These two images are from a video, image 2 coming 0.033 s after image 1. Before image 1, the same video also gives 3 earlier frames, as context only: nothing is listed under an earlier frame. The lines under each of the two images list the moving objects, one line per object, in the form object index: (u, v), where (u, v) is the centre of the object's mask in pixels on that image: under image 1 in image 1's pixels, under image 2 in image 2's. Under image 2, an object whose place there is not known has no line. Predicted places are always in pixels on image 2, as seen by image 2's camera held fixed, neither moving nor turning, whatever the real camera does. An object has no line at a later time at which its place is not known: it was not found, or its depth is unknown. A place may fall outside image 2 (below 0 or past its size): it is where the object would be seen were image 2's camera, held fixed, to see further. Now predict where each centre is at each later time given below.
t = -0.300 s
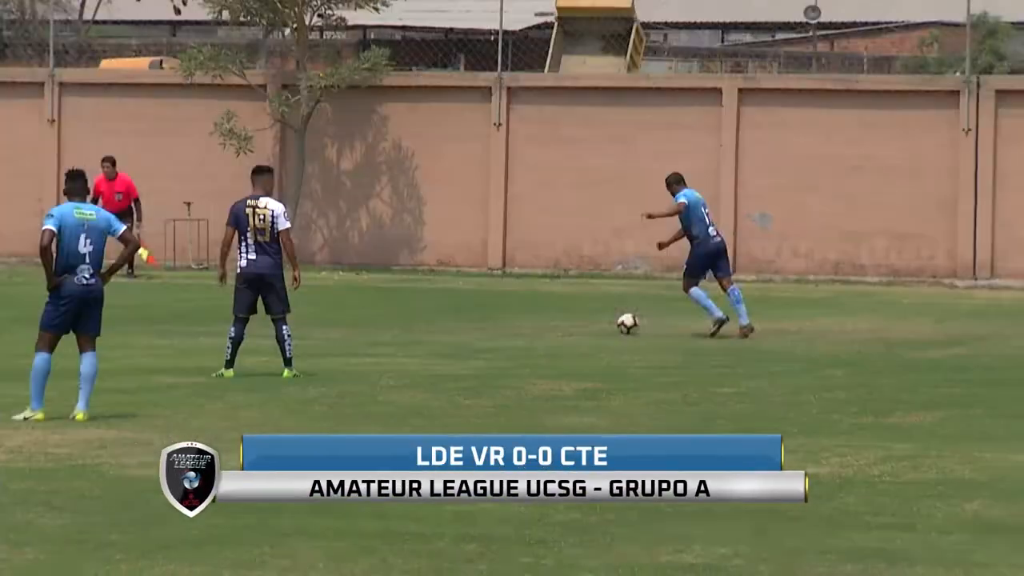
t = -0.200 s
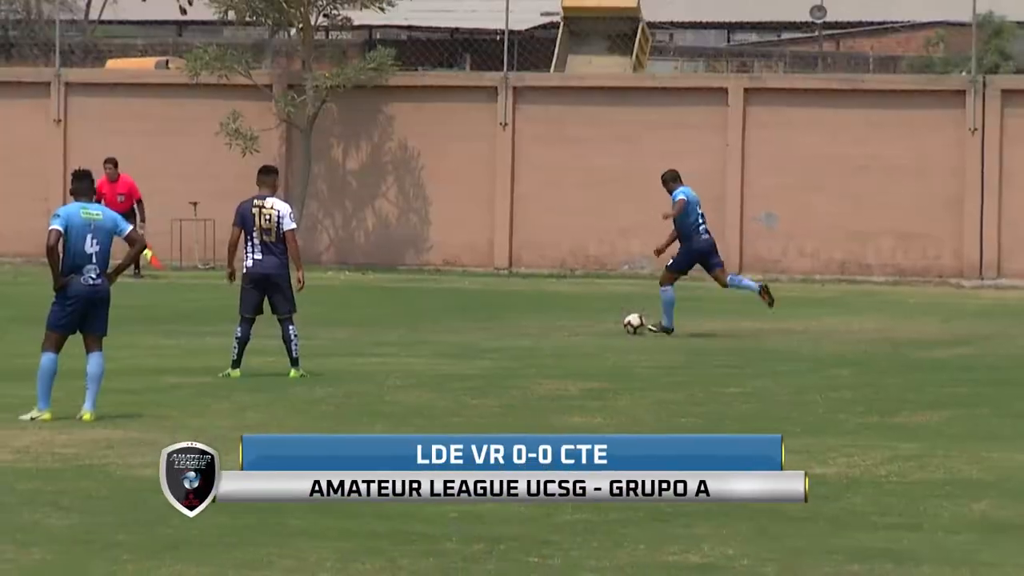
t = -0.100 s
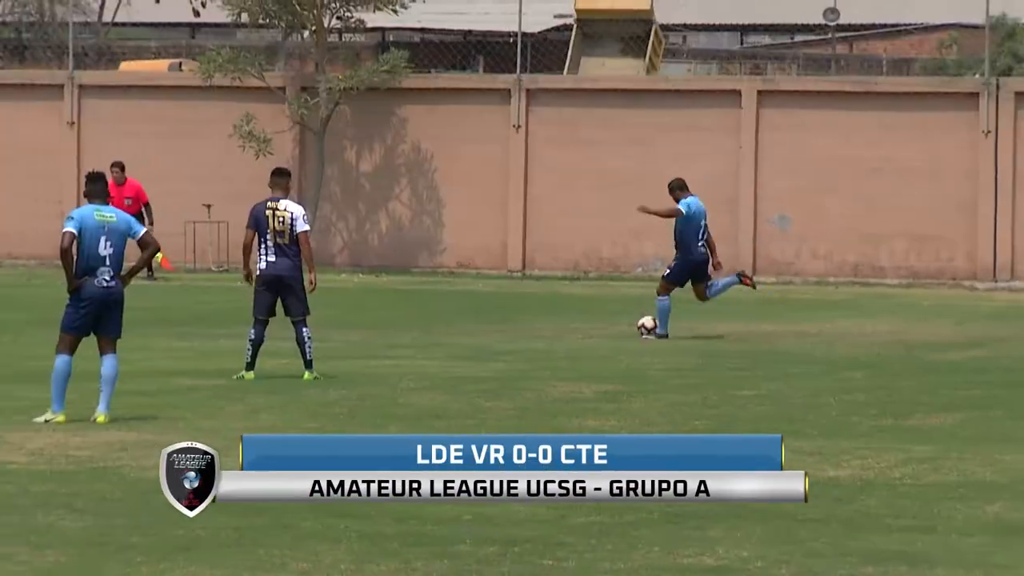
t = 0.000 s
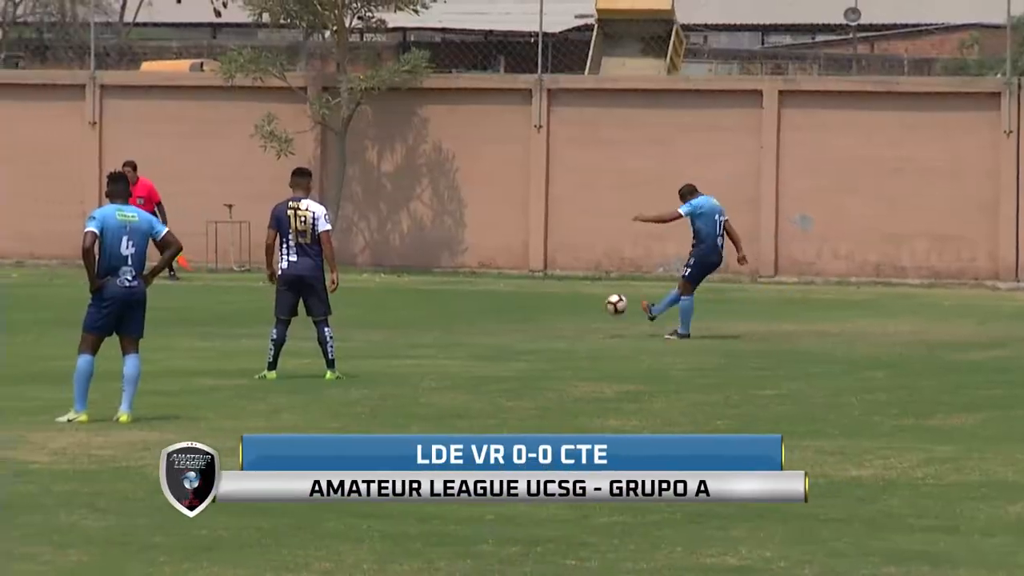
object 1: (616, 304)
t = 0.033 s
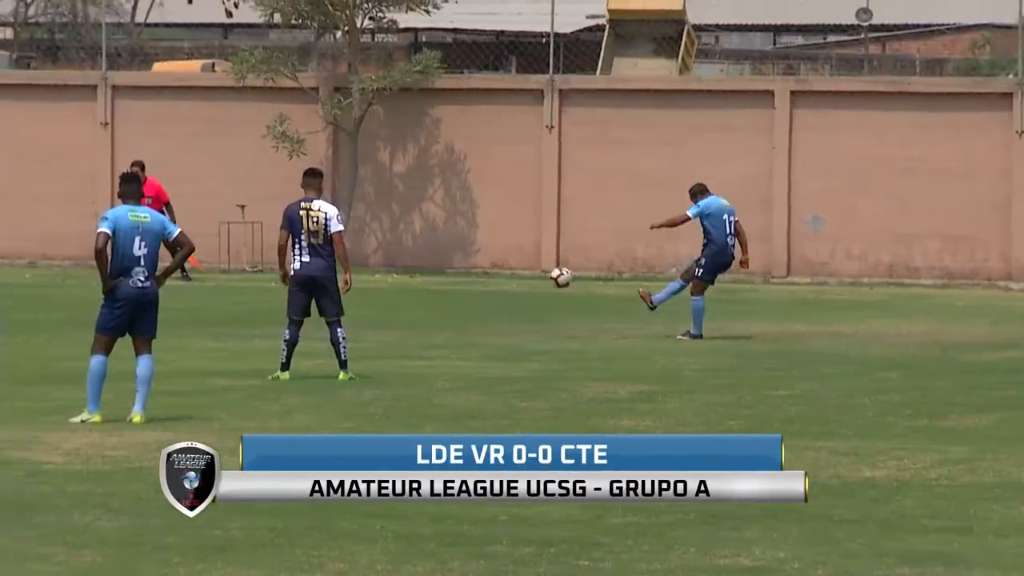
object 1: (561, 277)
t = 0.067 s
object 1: (501, 251)
